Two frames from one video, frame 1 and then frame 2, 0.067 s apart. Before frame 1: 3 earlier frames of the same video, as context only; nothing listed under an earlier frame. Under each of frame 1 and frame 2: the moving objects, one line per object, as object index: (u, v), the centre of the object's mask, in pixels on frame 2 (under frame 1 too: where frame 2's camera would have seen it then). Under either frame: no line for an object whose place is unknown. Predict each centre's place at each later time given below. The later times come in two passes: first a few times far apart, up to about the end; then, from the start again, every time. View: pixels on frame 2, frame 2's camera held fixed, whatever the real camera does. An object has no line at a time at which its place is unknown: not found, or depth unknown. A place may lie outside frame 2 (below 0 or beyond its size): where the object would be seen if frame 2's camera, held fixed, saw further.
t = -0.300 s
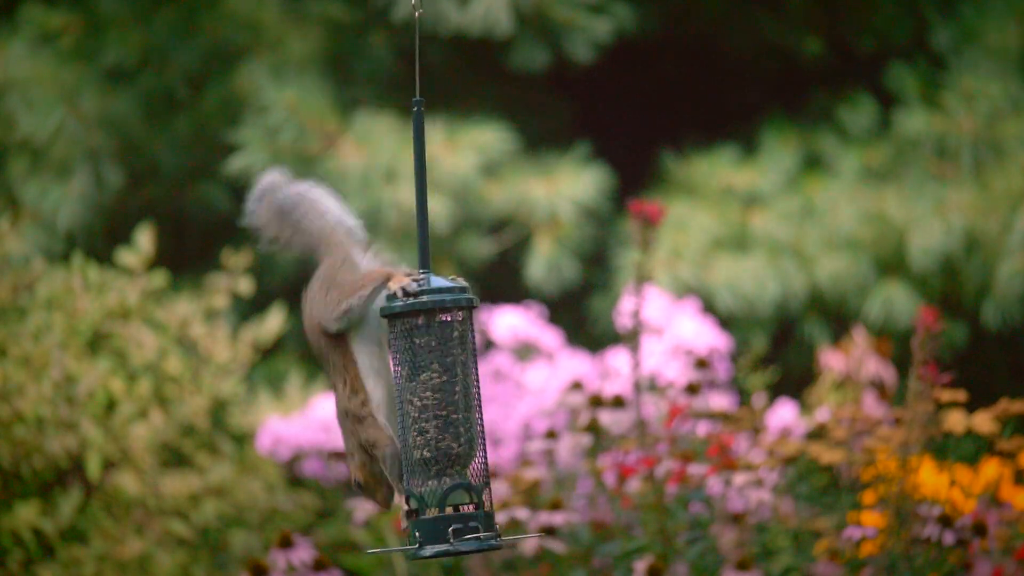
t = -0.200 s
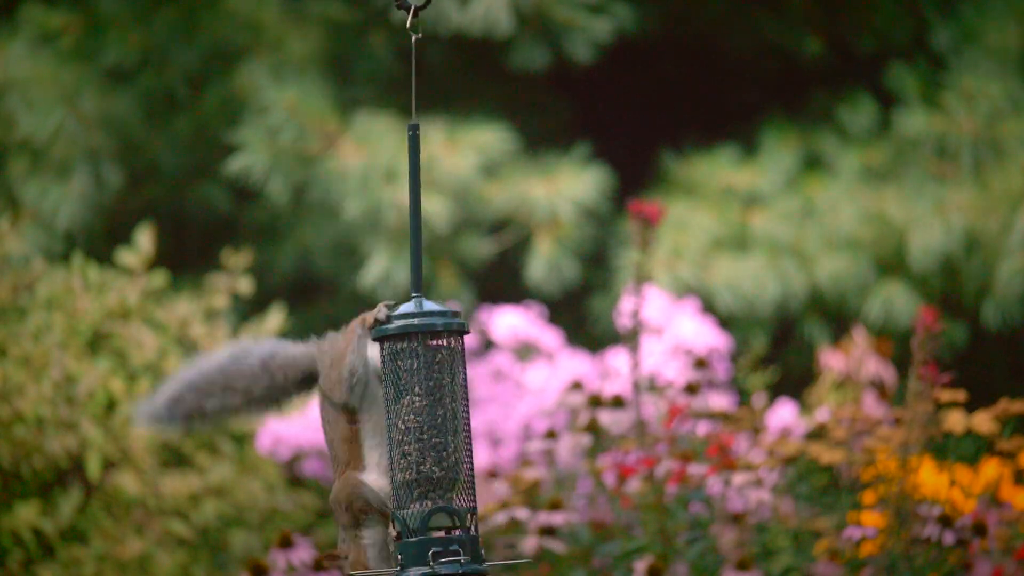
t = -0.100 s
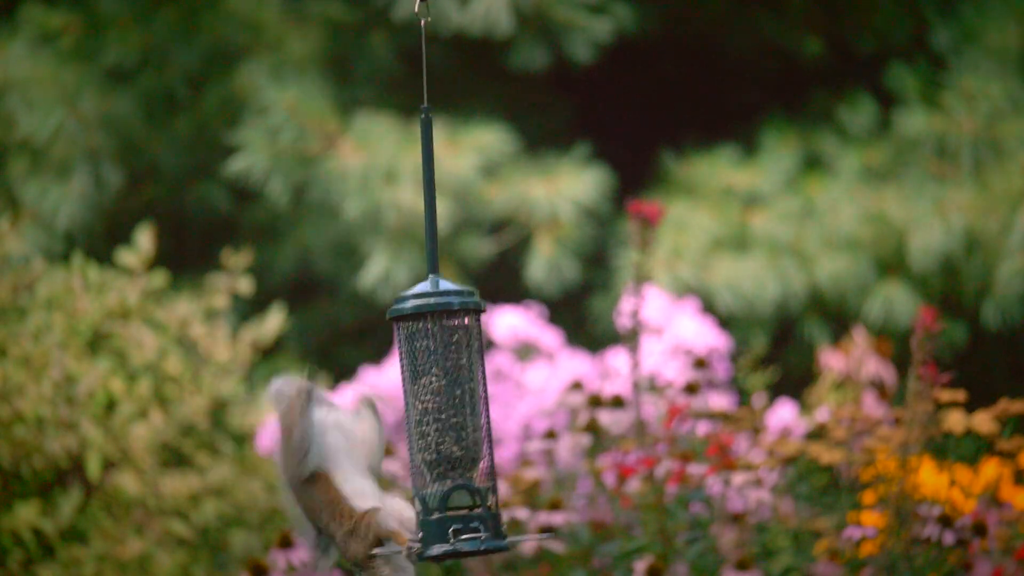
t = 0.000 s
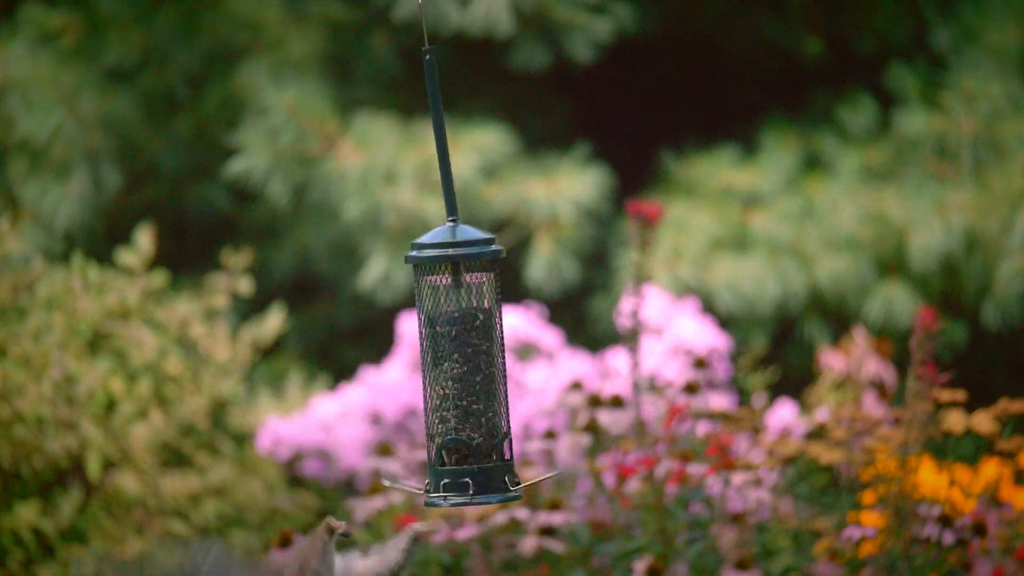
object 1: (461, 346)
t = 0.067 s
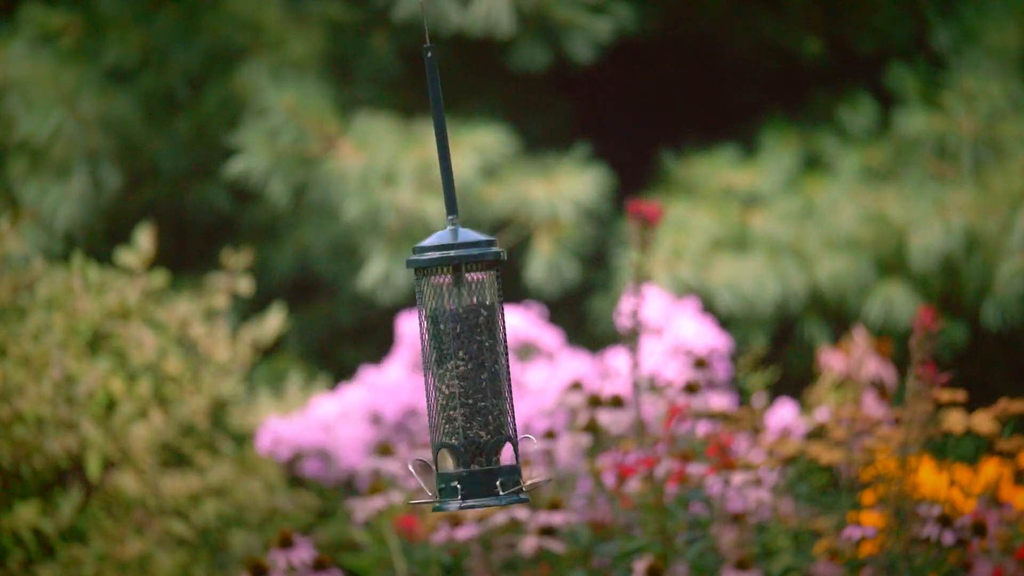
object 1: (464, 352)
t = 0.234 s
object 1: (456, 370)
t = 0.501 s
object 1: (404, 359)
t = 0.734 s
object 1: (377, 360)
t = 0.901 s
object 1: (385, 360)
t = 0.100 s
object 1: (463, 359)
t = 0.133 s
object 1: (465, 368)
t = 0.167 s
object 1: (463, 372)
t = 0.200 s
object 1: (460, 373)
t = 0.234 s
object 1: (456, 370)
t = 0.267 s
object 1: (452, 364)
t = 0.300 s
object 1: (446, 360)
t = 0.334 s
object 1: (439, 363)
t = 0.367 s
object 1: (433, 365)
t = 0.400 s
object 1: (426, 364)
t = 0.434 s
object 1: (419, 362)
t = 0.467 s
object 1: (411, 361)
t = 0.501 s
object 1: (404, 359)
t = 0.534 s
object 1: (398, 359)
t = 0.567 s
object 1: (393, 359)
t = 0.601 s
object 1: (388, 358)
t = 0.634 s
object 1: (384, 358)
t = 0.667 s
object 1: (380, 359)
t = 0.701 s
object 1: (377, 360)
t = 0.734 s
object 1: (377, 360)
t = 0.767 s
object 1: (377, 359)
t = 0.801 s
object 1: (377, 360)
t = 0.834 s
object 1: (379, 360)
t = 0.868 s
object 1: (382, 360)
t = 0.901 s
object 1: (385, 360)
